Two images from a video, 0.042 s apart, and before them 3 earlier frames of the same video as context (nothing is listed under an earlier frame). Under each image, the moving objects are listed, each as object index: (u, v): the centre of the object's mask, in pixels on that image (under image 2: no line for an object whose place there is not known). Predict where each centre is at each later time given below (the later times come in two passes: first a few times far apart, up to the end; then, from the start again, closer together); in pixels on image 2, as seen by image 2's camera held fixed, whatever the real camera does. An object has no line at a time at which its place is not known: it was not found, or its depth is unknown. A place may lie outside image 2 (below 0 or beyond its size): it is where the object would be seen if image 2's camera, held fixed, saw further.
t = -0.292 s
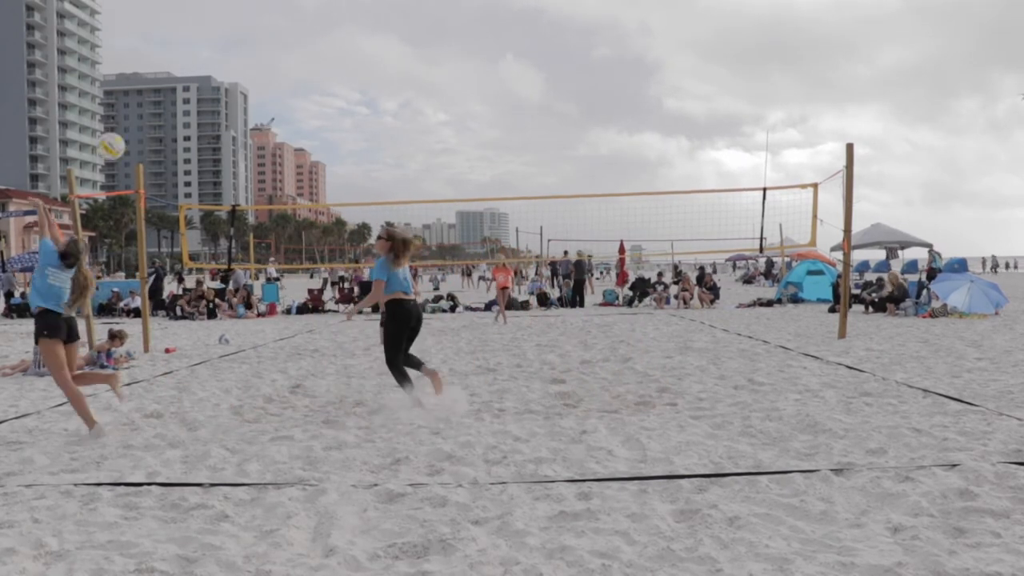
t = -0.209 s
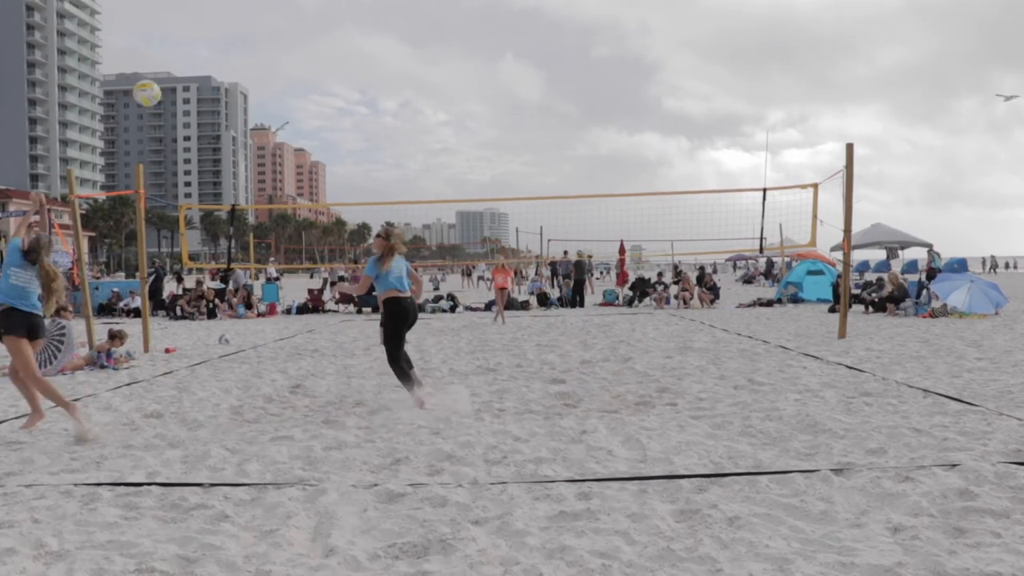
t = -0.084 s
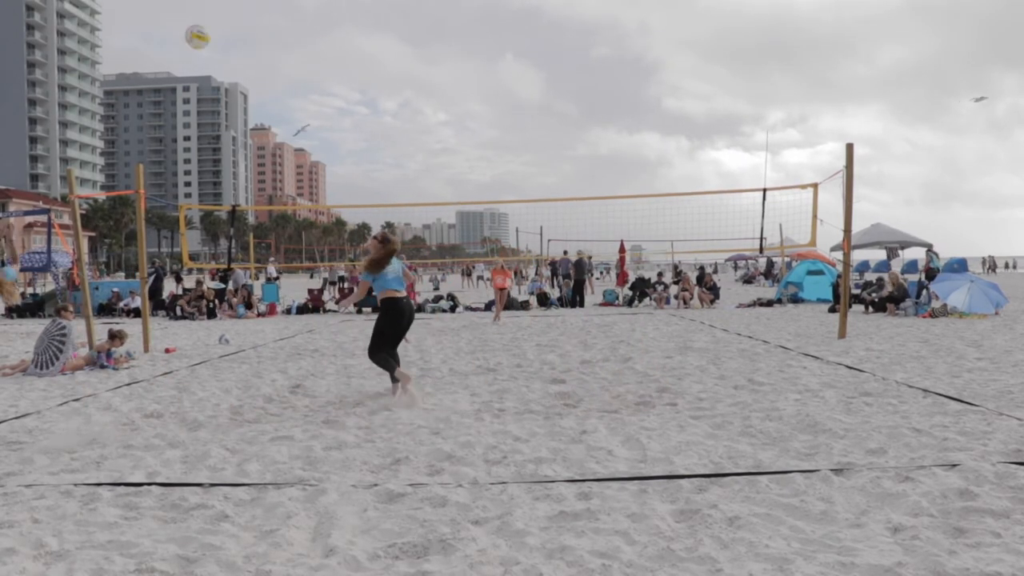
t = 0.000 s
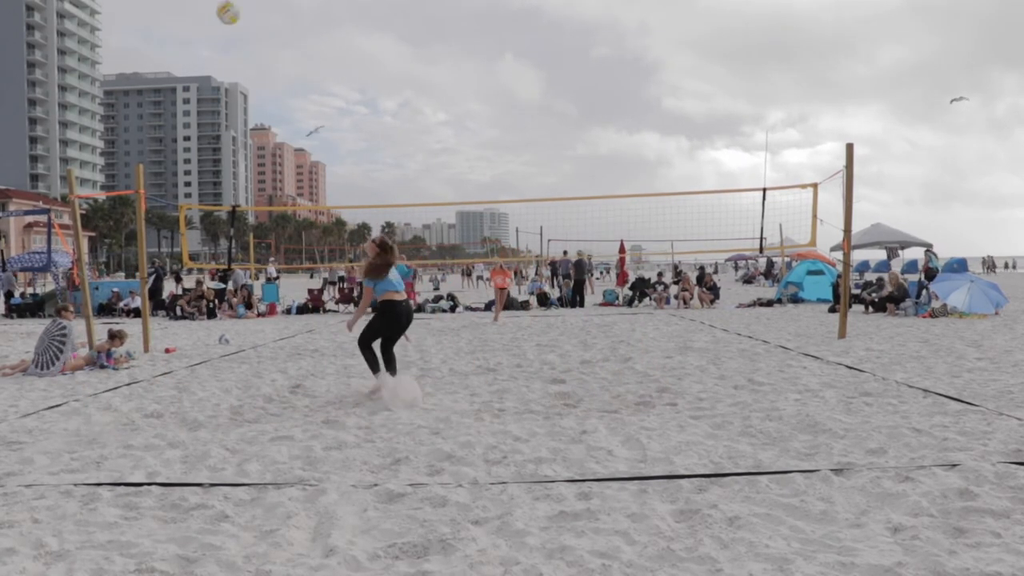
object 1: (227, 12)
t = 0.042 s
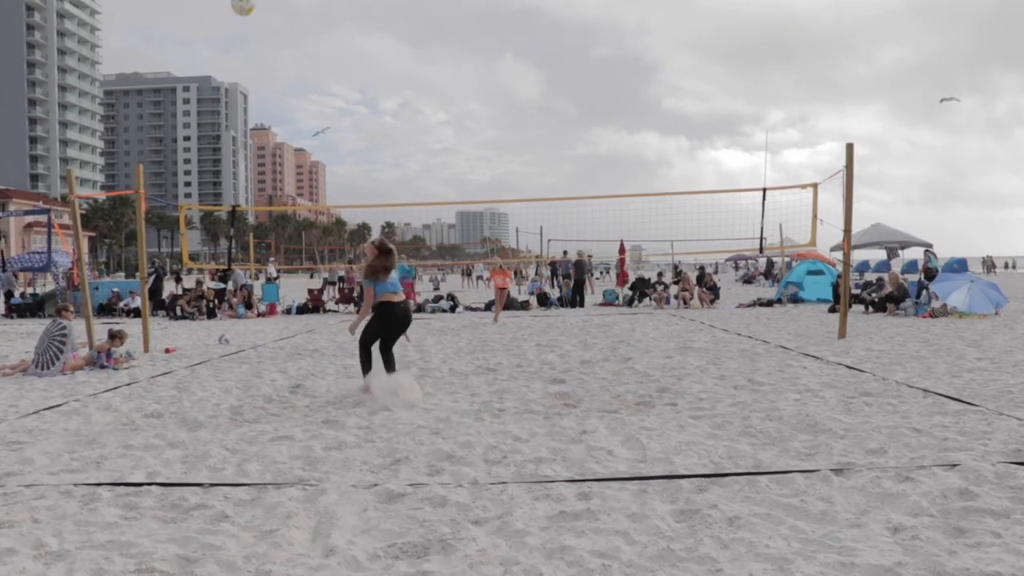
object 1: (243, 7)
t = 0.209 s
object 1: (296, 1)
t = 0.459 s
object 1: (362, 25)
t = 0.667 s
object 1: (407, 93)
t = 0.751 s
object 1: (423, 129)
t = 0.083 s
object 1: (257, 4)
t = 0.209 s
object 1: (296, 1)
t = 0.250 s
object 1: (308, 2)
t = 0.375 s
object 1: (342, 9)
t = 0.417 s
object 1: (351, 16)
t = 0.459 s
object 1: (362, 25)
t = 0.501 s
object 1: (371, 36)
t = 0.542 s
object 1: (380, 48)
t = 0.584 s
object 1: (390, 62)
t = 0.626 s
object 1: (398, 77)
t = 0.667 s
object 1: (407, 93)
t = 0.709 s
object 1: (415, 111)
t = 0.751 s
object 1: (423, 129)
